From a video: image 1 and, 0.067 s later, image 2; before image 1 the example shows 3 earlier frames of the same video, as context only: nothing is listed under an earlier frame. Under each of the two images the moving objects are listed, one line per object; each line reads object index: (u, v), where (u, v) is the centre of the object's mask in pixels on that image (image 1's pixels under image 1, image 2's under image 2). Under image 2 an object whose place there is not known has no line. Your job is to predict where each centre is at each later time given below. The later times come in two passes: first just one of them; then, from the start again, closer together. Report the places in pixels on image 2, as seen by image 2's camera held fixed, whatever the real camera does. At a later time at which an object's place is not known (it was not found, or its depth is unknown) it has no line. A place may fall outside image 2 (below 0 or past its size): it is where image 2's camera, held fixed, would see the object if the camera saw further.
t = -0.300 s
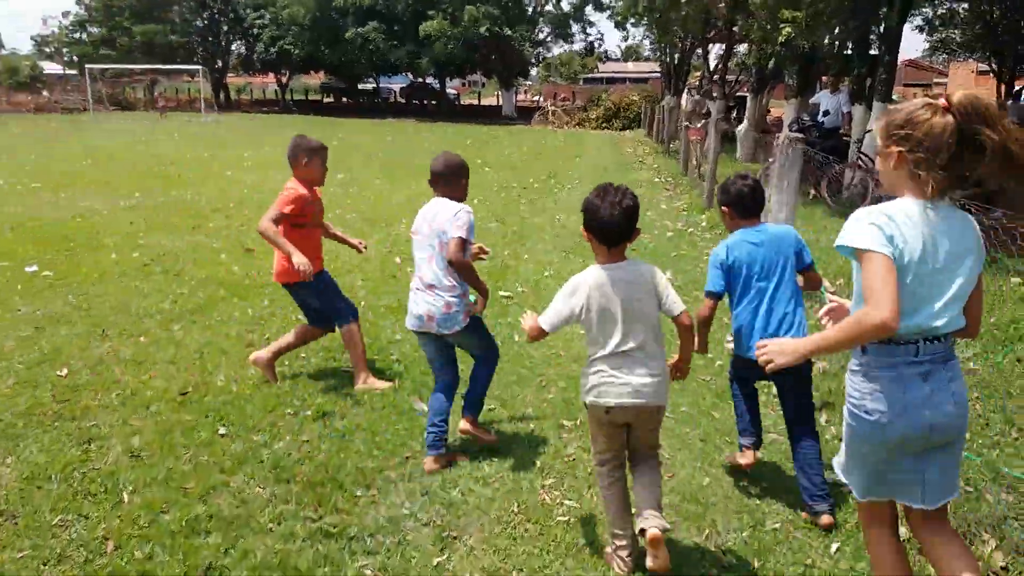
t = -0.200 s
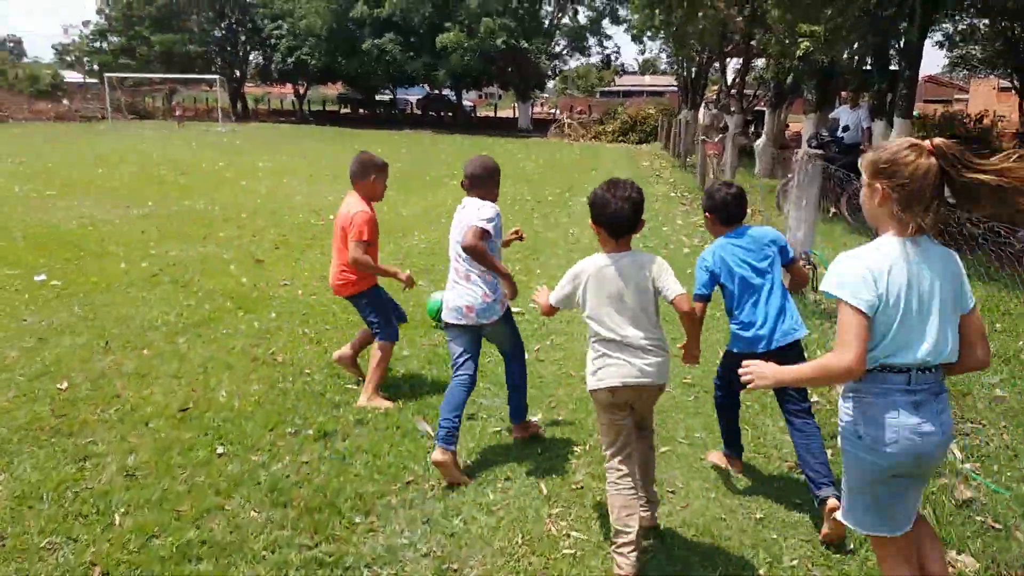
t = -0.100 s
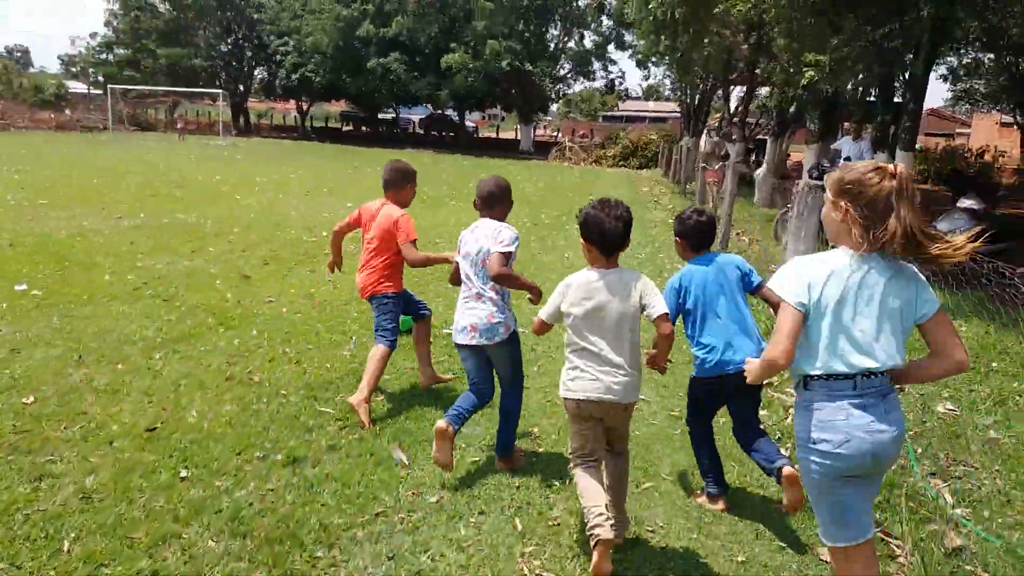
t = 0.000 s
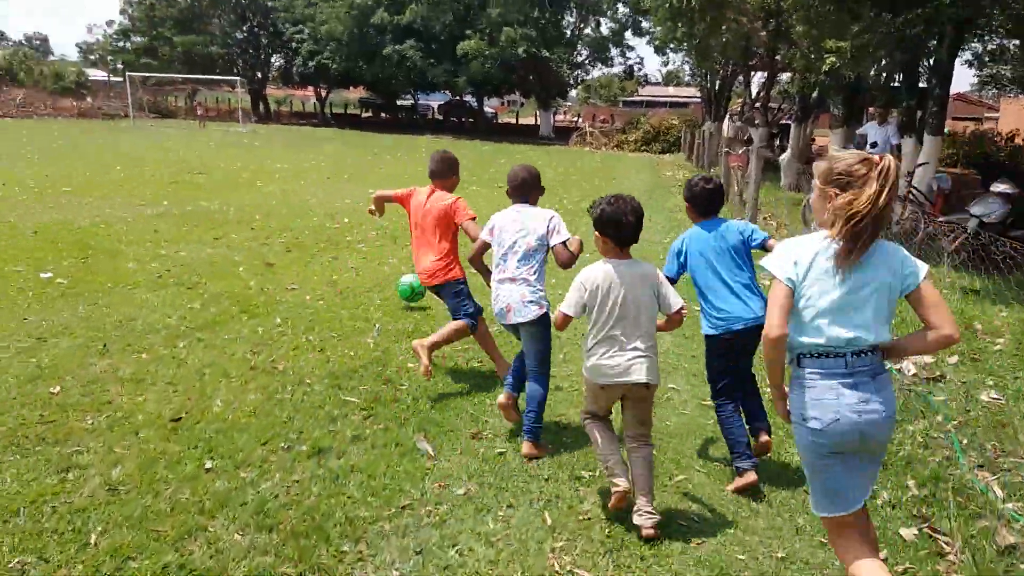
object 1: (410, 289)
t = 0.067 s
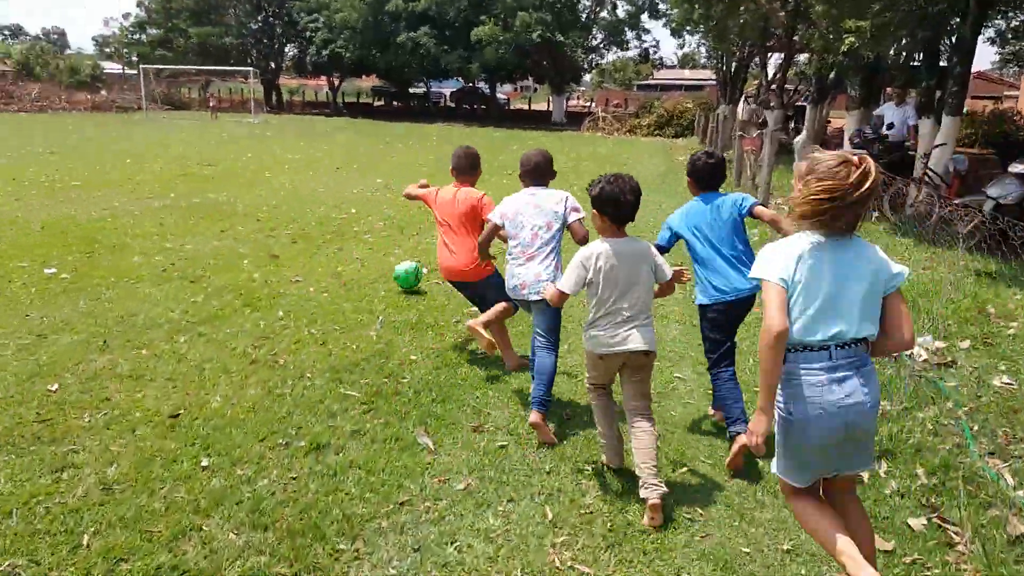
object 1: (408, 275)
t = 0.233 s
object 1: (389, 263)
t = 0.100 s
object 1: (404, 275)
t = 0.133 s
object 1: (401, 274)
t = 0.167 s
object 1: (397, 270)
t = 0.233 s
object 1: (389, 263)
